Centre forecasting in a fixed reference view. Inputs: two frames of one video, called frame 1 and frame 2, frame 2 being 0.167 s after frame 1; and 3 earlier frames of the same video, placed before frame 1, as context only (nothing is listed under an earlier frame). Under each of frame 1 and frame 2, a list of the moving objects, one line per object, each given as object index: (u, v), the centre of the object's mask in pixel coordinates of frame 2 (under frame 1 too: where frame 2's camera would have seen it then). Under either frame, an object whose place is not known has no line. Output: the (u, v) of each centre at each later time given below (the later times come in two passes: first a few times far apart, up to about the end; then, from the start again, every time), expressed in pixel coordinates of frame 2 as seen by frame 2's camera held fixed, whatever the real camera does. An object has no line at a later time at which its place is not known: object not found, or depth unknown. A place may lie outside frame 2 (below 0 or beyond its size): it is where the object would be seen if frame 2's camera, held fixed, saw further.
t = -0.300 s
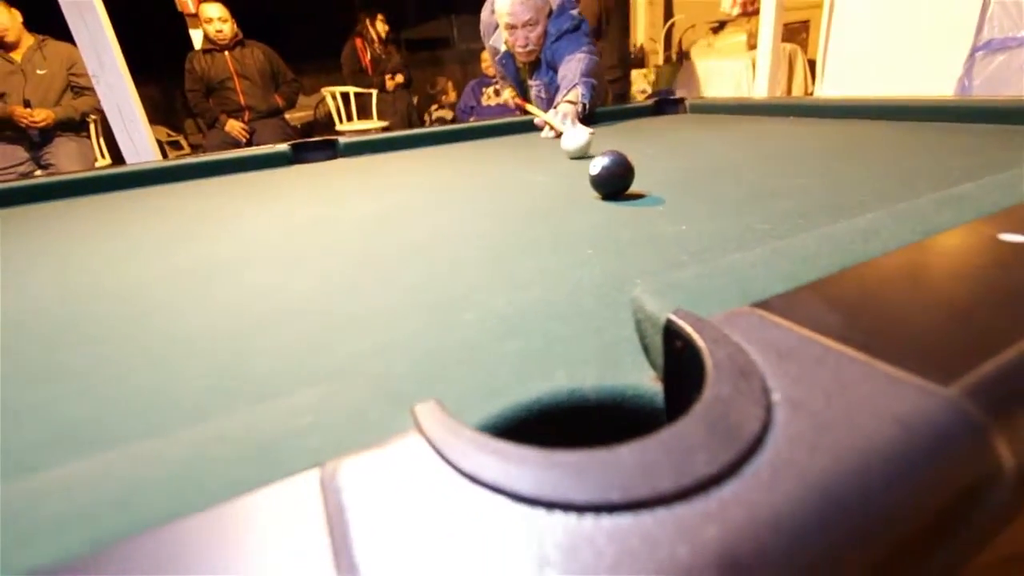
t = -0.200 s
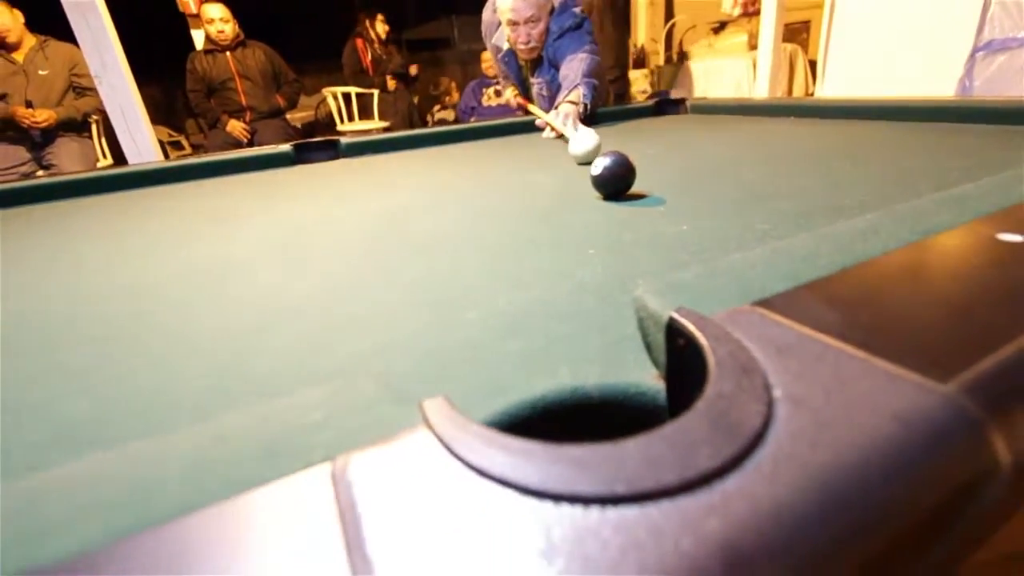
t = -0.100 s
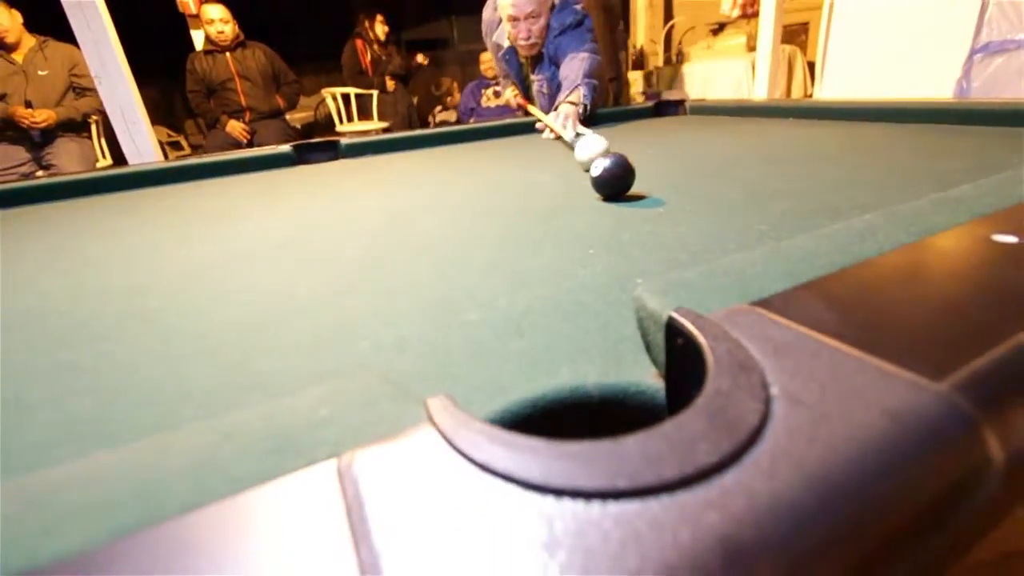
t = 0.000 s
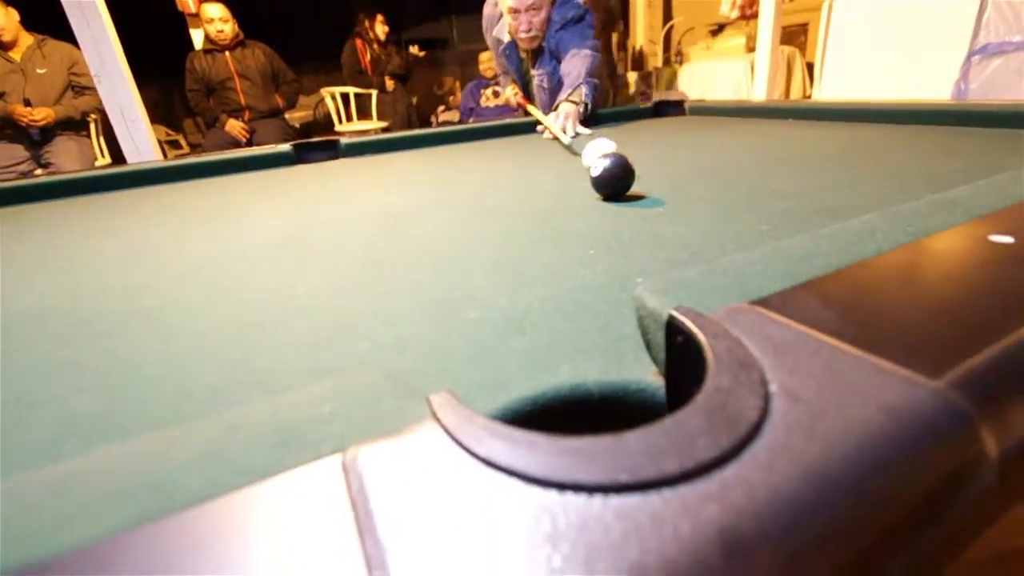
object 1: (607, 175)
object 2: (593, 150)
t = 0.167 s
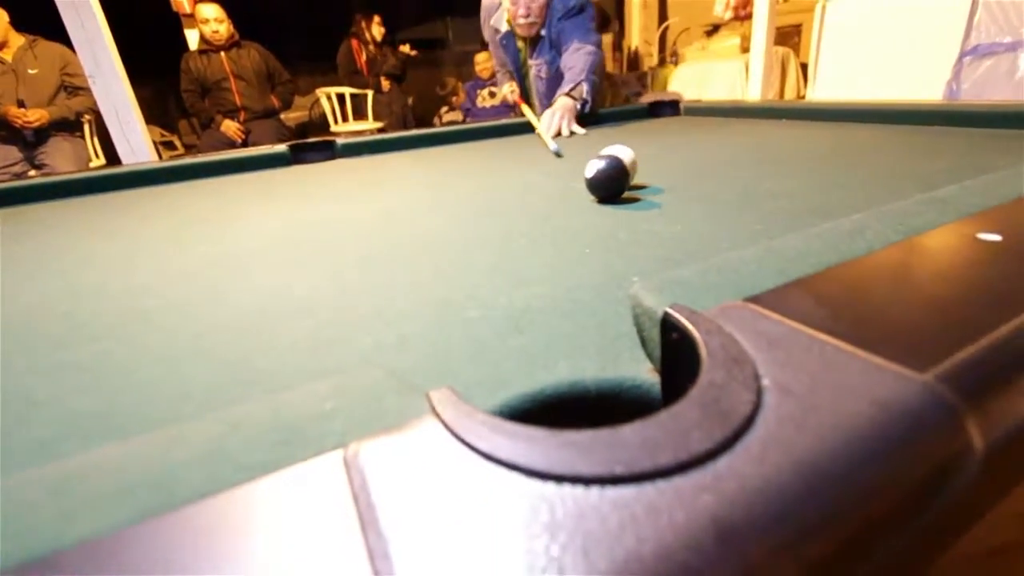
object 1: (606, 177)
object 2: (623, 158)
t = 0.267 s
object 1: (606, 179)
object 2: (626, 159)
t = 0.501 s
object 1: (605, 183)
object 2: (632, 162)
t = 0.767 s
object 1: (604, 185)
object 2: (637, 165)
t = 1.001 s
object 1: (604, 188)
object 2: (641, 166)
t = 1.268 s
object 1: (603, 192)
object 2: (646, 169)
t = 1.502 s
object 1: (602, 195)
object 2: (654, 169)
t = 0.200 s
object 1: (606, 178)
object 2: (624, 158)
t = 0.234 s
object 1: (606, 179)
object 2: (625, 159)
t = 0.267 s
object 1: (606, 179)
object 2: (626, 159)
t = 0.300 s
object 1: (605, 180)
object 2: (627, 160)
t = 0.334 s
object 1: (605, 180)
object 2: (628, 161)
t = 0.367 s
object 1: (605, 181)
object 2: (629, 161)
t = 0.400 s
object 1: (605, 181)
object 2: (630, 161)
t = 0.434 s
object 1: (605, 182)
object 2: (630, 162)
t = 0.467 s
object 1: (605, 182)
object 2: (631, 162)
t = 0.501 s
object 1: (605, 183)
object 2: (632, 162)
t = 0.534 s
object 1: (605, 183)
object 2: (633, 163)
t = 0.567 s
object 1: (605, 183)
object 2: (633, 163)
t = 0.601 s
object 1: (604, 184)
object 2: (634, 164)
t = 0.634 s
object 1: (604, 184)
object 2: (634, 164)
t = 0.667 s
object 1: (604, 184)
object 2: (635, 164)
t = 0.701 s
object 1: (604, 185)
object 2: (636, 164)
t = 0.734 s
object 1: (604, 185)
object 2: (636, 164)
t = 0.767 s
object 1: (604, 185)
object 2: (637, 165)
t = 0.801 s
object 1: (604, 186)
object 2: (637, 165)
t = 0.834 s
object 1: (604, 186)
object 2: (638, 165)
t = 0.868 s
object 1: (604, 187)
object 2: (639, 165)
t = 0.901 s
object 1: (604, 187)
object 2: (639, 166)
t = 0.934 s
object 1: (604, 187)
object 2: (640, 166)
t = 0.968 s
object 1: (604, 188)
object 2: (640, 166)
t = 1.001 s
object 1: (604, 188)
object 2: (641, 166)
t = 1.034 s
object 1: (604, 189)
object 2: (642, 167)
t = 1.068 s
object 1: (604, 189)
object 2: (642, 167)
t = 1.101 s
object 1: (603, 190)
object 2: (643, 167)
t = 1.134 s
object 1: (603, 190)
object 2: (644, 167)
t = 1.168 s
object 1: (603, 190)
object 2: (644, 168)
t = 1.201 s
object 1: (603, 191)
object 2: (645, 168)
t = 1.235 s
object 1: (603, 191)
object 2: (645, 168)
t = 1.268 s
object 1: (603, 192)
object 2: (646, 169)
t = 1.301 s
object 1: (602, 193)
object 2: (647, 169)
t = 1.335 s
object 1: (602, 192)
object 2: (648, 169)
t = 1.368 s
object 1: (602, 193)
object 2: (649, 169)
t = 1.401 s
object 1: (602, 193)
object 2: (651, 169)
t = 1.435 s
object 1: (602, 194)
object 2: (652, 169)
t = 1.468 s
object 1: (602, 195)
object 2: (653, 169)
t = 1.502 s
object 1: (602, 195)
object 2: (654, 169)
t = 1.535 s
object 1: (601, 196)
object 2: (655, 169)
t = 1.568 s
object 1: (601, 196)
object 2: (656, 169)
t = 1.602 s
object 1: (601, 197)
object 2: (657, 169)
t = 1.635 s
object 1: (601, 197)
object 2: (659, 169)
